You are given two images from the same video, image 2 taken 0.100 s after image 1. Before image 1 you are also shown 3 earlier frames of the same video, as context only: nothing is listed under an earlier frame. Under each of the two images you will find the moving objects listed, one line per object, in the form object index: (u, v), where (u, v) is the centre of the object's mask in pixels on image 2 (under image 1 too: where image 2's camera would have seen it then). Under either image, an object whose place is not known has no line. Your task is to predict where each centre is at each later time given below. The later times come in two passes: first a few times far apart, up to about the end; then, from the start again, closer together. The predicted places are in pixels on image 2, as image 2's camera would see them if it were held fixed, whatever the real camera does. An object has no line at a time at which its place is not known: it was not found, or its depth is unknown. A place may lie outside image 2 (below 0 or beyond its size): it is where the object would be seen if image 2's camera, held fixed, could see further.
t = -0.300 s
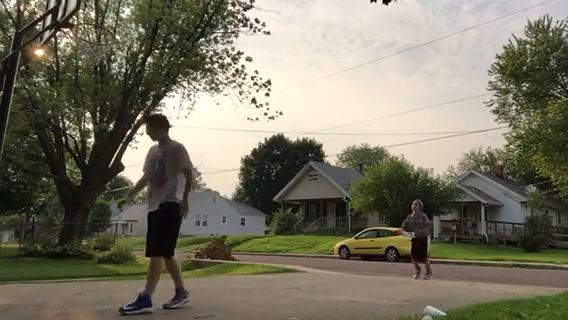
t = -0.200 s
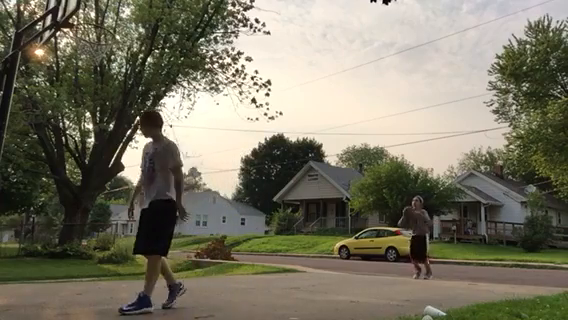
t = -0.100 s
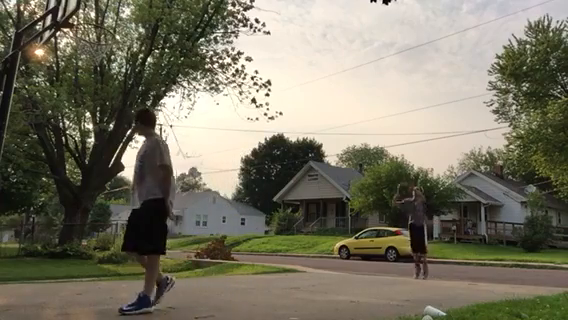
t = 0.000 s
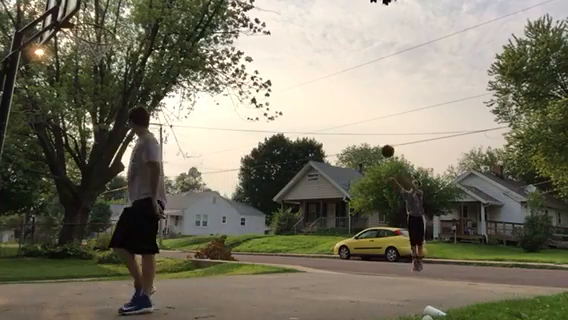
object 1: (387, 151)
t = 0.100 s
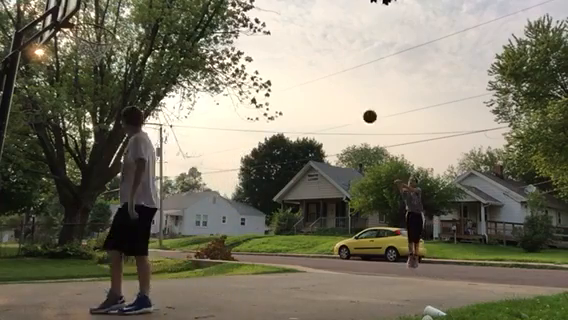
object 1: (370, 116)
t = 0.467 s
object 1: (297, 25)
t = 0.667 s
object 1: (249, 4)
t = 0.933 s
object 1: (170, 7)
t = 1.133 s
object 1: (104, 30)
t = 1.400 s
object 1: (80, 16)
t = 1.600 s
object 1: (101, 34)
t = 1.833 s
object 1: (99, 44)
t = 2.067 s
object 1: (81, 57)
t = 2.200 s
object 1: (73, 80)
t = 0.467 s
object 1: (297, 25)
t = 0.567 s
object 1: (274, 10)
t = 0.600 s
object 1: (266, 7)
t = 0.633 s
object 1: (257, 5)
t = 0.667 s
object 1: (249, 4)
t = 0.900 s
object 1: (181, 5)
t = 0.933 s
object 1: (170, 7)
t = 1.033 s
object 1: (135, 21)
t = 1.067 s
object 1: (122, 28)
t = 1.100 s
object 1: (110, 36)
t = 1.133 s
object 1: (104, 30)
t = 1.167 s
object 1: (97, 27)
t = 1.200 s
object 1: (90, 21)
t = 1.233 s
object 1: (84, 17)
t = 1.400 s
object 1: (80, 16)
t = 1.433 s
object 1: (83, 17)
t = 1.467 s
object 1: (87, 21)
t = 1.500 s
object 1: (91, 26)
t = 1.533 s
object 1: (96, 31)
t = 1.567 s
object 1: (98, 33)
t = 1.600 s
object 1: (101, 34)
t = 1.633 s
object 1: (102, 35)
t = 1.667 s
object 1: (104, 36)
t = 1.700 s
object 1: (104, 37)
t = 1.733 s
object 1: (103, 38)
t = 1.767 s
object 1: (102, 40)
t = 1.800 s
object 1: (101, 43)
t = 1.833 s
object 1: (99, 44)
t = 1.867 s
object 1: (97, 45)
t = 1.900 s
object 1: (94, 45)
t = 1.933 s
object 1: (91, 46)
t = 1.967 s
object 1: (87, 48)
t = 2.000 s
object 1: (85, 50)
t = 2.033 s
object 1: (82, 54)
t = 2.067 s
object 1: (81, 57)
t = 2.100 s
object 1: (79, 61)
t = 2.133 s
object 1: (77, 66)
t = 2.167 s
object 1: (76, 73)
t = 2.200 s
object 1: (73, 80)
